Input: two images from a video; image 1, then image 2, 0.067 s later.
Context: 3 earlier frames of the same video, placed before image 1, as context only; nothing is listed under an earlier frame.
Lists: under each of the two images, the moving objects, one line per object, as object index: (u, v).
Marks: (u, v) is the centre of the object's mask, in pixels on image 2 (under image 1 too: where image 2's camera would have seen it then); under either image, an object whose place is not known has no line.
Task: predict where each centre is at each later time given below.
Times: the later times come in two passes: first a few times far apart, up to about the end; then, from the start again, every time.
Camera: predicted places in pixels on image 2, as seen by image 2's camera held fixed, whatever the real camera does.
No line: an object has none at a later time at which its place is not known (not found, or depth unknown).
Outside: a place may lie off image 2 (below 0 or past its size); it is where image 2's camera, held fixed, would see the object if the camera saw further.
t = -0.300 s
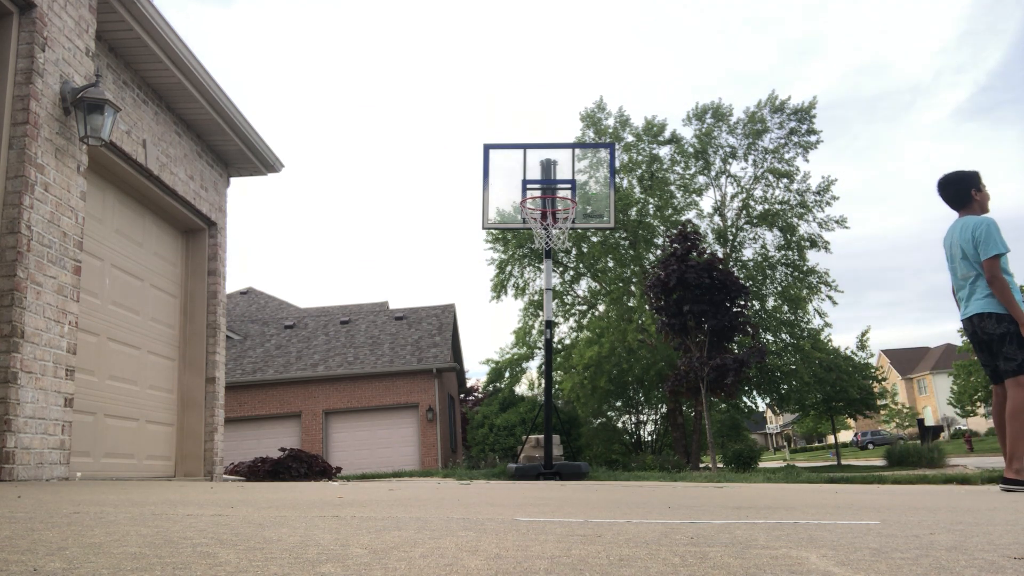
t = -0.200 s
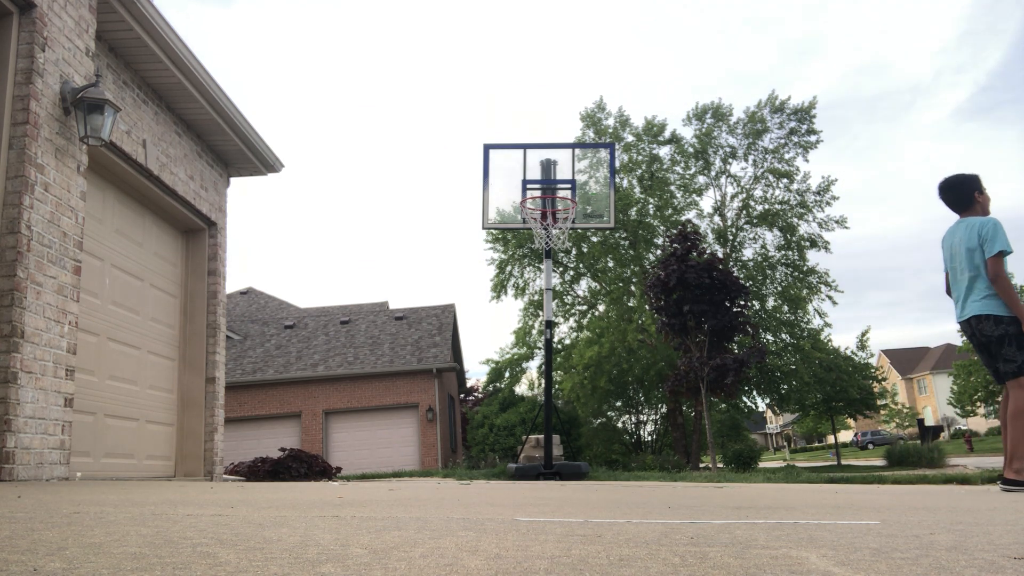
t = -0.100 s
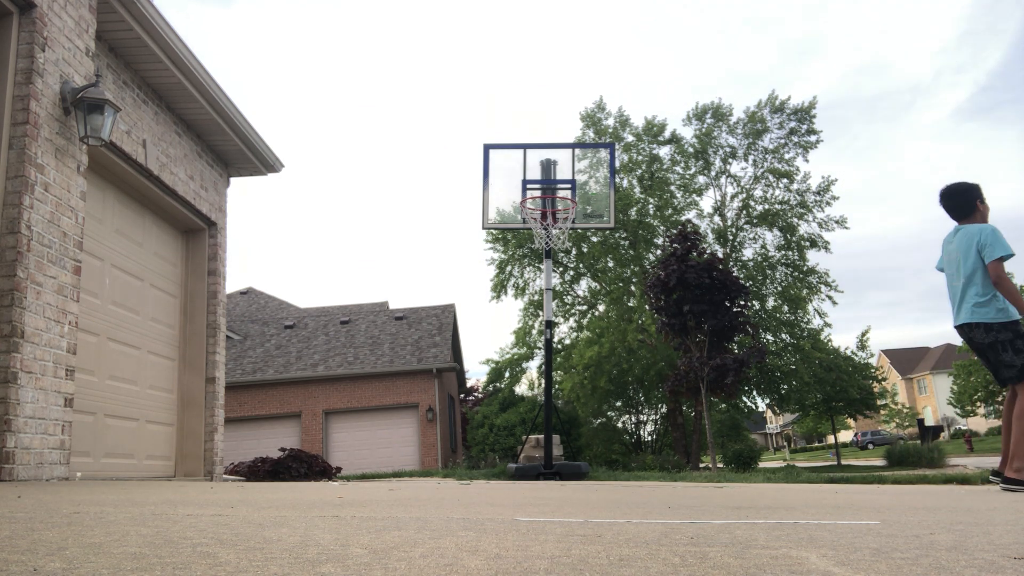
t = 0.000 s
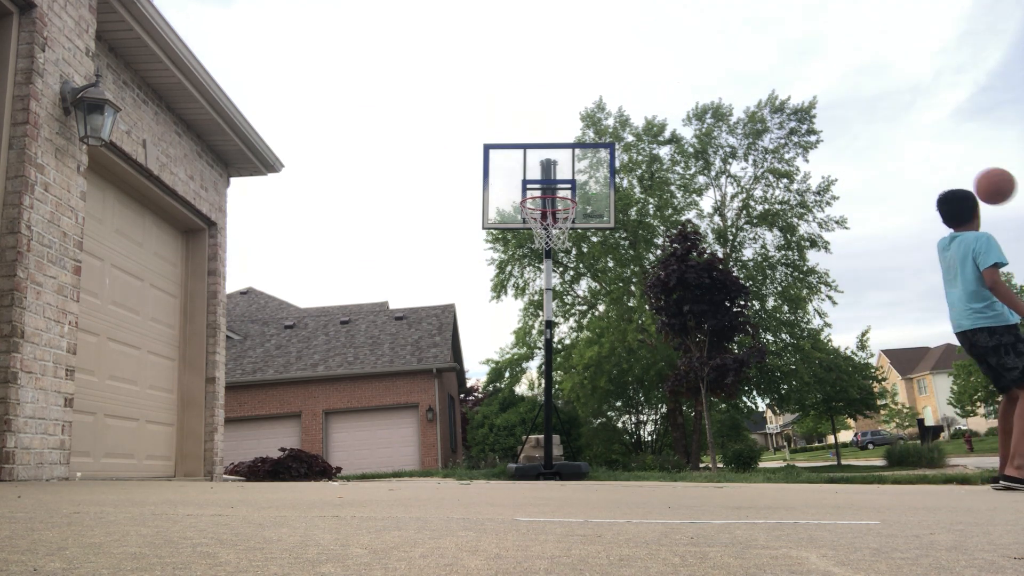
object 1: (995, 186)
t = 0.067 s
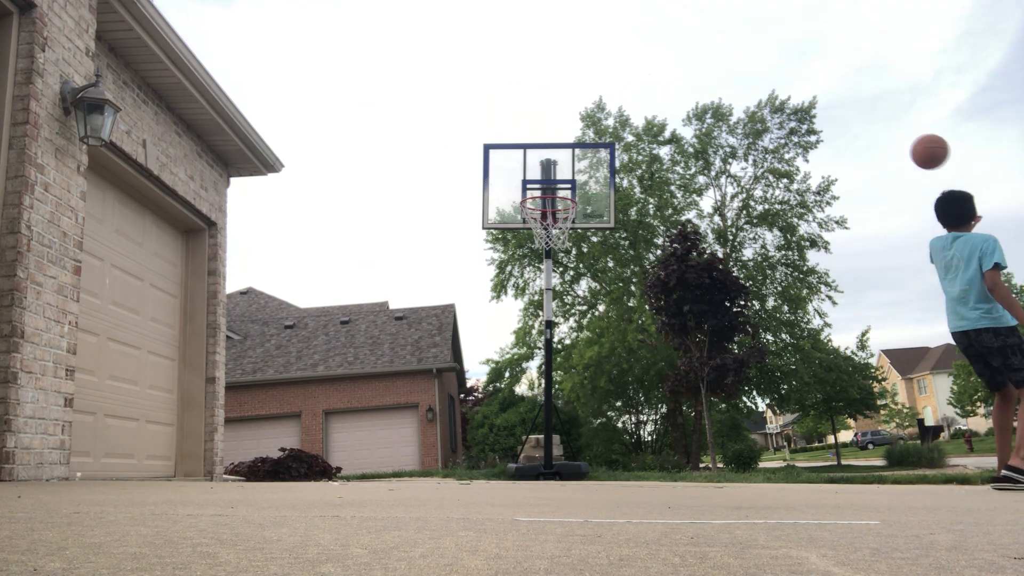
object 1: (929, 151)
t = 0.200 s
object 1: (823, 111)
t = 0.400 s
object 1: (701, 100)
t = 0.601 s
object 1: (608, 133)
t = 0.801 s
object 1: (536, 200)
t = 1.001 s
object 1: (502, 205)
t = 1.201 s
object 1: (472, 249)
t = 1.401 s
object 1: (444, 337)
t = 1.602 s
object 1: (416, 464)
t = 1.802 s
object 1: (388, 356)
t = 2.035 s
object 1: (356, 296)
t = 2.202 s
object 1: (335, 293)
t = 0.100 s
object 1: (900, 138)
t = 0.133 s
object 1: (873, 127)
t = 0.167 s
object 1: (847, 118)
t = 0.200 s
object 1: (823, 111)
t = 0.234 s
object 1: (800, 105)
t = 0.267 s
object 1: (778, 101)
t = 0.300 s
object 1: (757, 99)
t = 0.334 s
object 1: (738, 98)
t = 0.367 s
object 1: (719, 98)
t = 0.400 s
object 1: (701, 100)
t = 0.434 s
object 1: (684, 103)
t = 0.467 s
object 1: (668, 107)
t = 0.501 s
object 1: (652, 113)
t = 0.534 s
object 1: (637, 119)
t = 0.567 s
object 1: (623, 126)
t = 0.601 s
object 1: (608, 133)
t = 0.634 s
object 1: (595, 143)
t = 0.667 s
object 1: (583, 153)
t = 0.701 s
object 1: (570, 164)
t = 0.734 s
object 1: (557, 176)
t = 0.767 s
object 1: (546, 186)
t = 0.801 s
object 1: (536, 200)
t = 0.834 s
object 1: (529, 199)
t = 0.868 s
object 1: (523, 198)
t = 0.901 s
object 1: (518, 199)
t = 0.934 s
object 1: (512, 199)
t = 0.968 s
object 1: (508, 202)
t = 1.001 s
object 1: (502, 205)
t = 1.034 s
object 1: (497, 210)
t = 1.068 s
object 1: (492, 215)
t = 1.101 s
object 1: (487, 222)
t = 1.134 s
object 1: (482, 230)
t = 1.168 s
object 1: (477, 239)
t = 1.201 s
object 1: (472, 249)
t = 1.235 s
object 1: (468, 261)
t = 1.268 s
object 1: (463, 273)
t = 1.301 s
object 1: (458, 287)
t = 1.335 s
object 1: (453, 303)
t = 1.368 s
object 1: (448, 319)
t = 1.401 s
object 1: (444, 337)
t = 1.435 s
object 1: (440, 356)
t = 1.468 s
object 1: (435, 377)
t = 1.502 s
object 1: (431, 398)
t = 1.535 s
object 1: (426, 422)
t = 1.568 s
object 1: (422, 448)
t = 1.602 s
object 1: (416, 464)
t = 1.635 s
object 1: (411, 443)
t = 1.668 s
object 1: (406, 422)
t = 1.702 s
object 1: (402, 403)
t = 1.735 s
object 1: (397, 386)
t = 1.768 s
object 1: (392, 371)
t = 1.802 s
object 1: (388, 356)
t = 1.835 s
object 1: (383, 344)
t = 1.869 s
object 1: (378, 333)
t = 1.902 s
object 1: (373, 323)
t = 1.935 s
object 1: (369, 314)
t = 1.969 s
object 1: (365, 307)
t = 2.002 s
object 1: (360, 301)
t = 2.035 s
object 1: (356, 296)
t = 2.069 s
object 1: (352, 293)
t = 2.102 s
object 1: (347, 291)
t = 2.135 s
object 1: (343, 290)
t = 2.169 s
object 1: (339, 291)
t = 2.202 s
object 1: (335, 293)
